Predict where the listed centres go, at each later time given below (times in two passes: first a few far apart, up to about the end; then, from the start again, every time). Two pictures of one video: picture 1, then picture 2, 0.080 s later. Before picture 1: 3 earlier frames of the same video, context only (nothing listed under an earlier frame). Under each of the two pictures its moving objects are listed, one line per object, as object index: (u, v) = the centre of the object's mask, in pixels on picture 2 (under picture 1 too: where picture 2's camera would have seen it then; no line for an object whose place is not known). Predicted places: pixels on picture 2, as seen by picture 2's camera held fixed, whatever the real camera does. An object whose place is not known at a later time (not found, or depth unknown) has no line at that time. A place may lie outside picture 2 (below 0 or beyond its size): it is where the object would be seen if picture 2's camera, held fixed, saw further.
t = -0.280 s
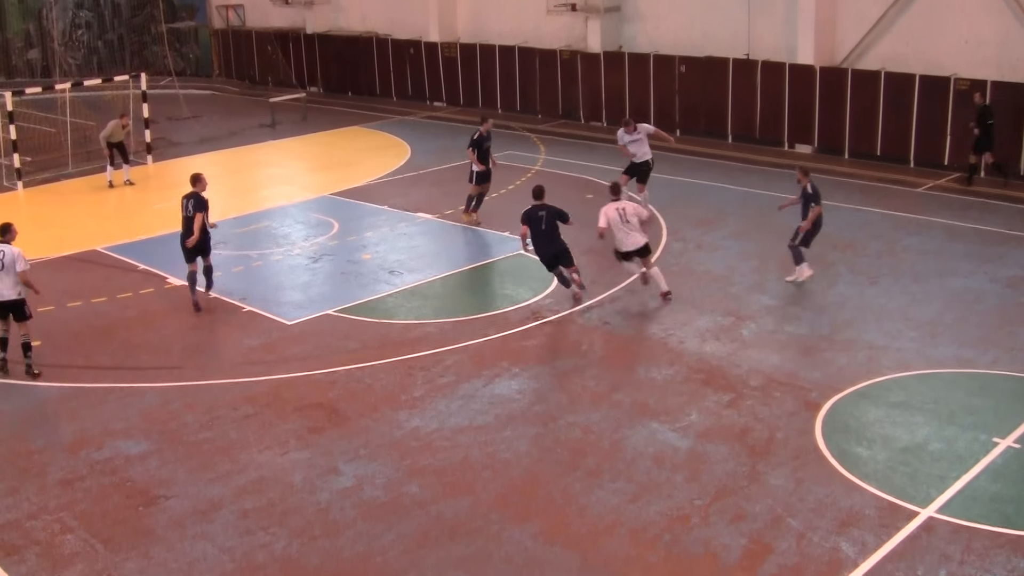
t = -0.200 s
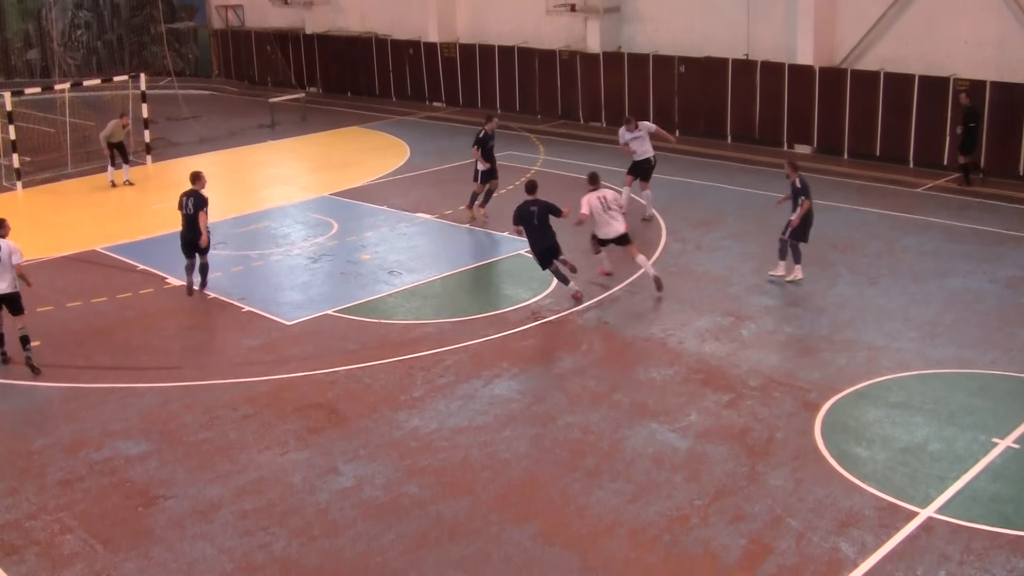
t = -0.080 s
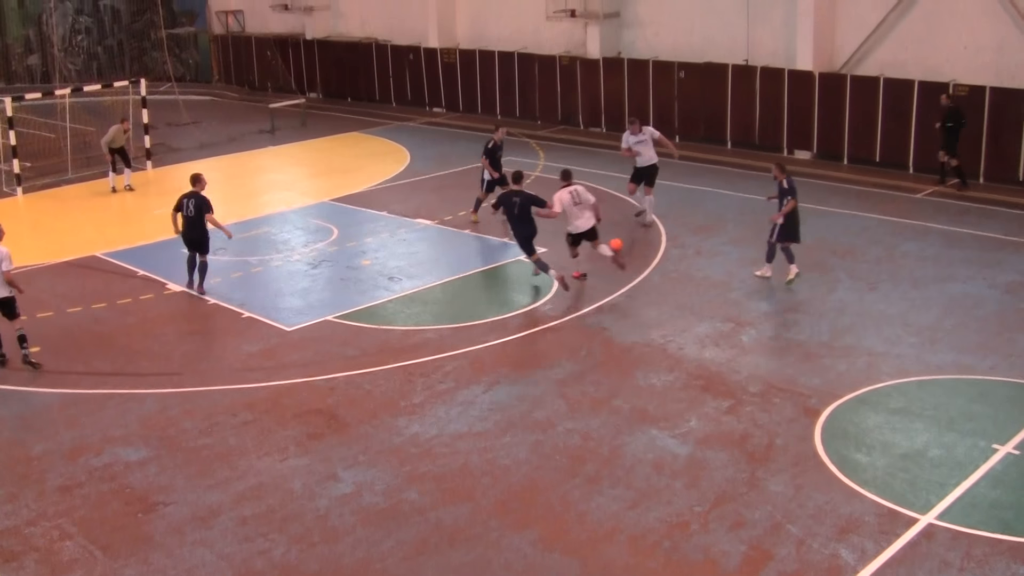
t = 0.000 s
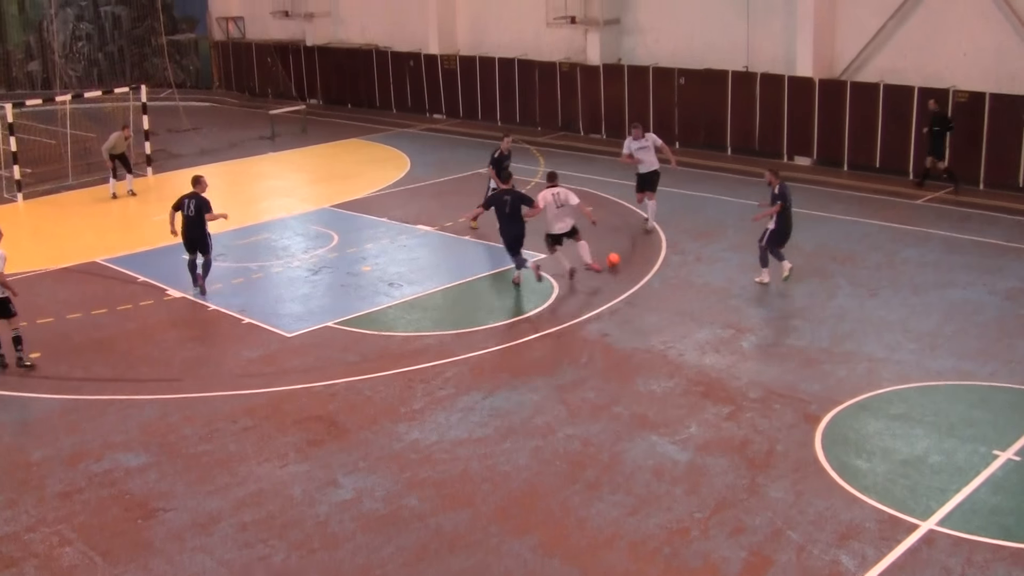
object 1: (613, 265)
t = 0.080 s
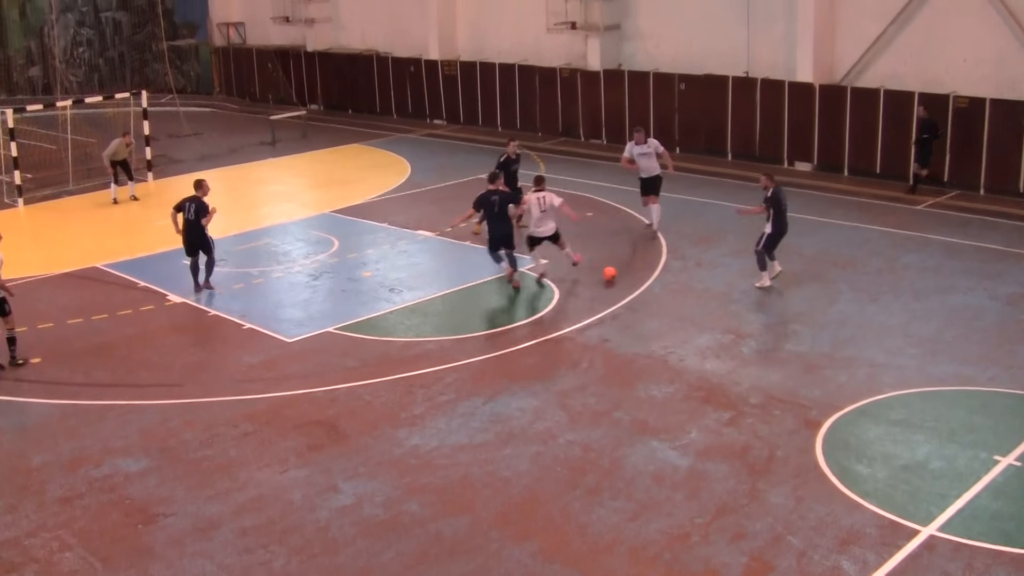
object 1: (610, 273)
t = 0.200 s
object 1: (604, 285)
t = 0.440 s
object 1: (596, 306)
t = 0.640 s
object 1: (585, 320)
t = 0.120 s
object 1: (608, 277)
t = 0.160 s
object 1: (606, 282)
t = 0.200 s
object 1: (604, 285)
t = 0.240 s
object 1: (602, 290)
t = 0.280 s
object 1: (601, 292)
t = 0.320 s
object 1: (600, 296)
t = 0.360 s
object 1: (597, 299)
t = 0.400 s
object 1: (596, 301)
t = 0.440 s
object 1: (596, 306)
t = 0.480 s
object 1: (593, 308)
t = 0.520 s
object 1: (592, 311)
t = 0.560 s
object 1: (589, 314)
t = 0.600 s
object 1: (587, 320)
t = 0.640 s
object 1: (585, 320)
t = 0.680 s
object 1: (583, 323)
